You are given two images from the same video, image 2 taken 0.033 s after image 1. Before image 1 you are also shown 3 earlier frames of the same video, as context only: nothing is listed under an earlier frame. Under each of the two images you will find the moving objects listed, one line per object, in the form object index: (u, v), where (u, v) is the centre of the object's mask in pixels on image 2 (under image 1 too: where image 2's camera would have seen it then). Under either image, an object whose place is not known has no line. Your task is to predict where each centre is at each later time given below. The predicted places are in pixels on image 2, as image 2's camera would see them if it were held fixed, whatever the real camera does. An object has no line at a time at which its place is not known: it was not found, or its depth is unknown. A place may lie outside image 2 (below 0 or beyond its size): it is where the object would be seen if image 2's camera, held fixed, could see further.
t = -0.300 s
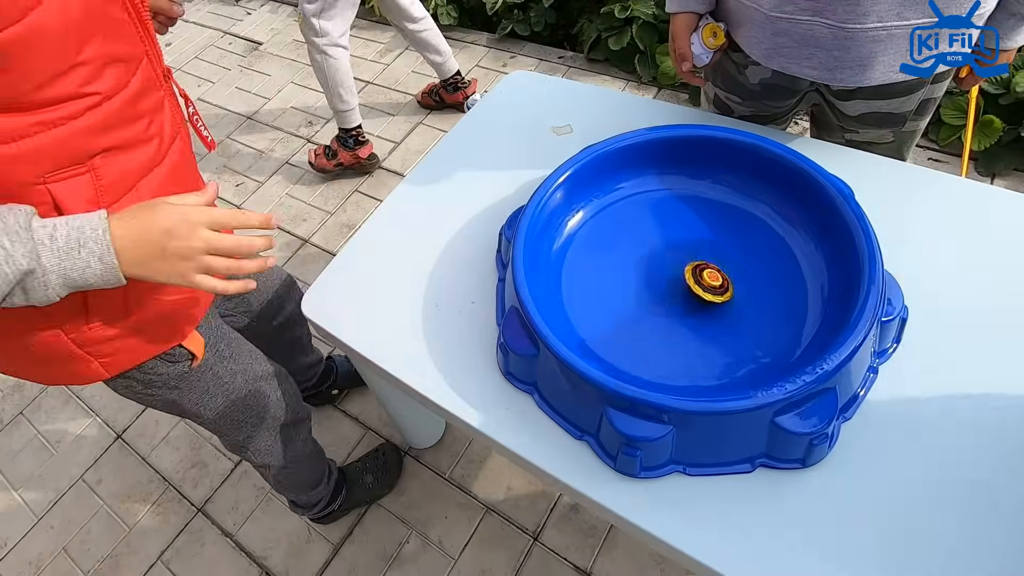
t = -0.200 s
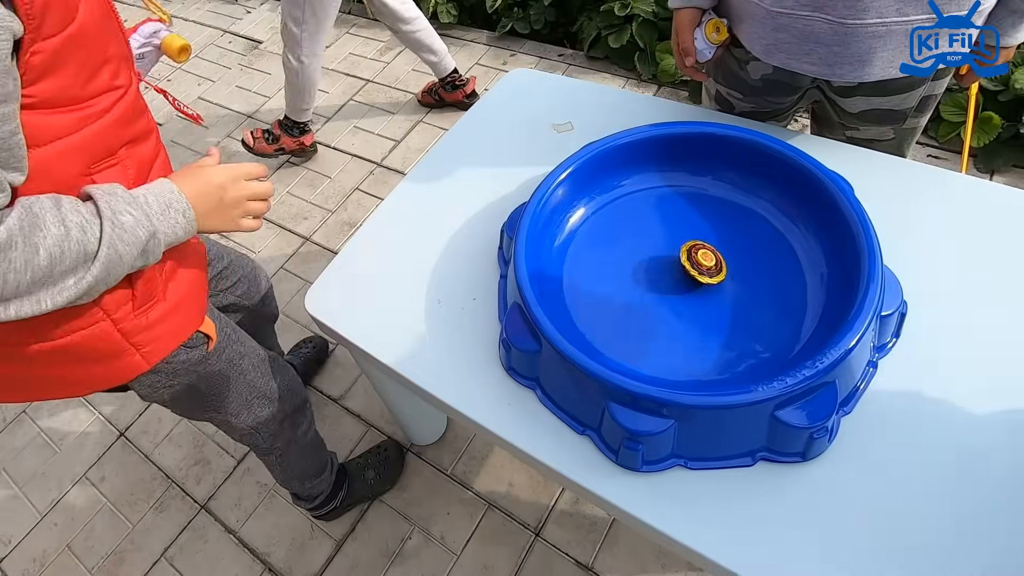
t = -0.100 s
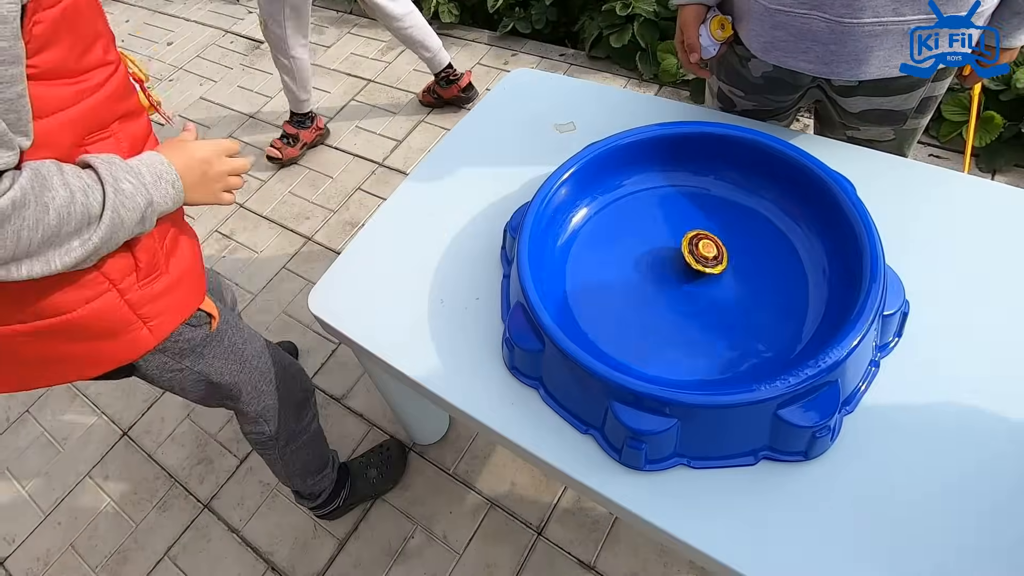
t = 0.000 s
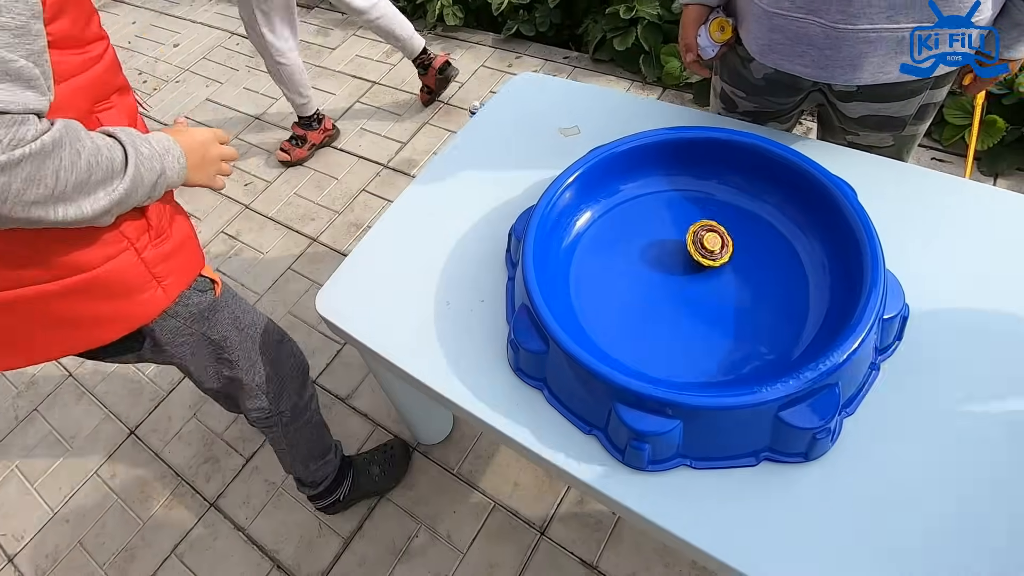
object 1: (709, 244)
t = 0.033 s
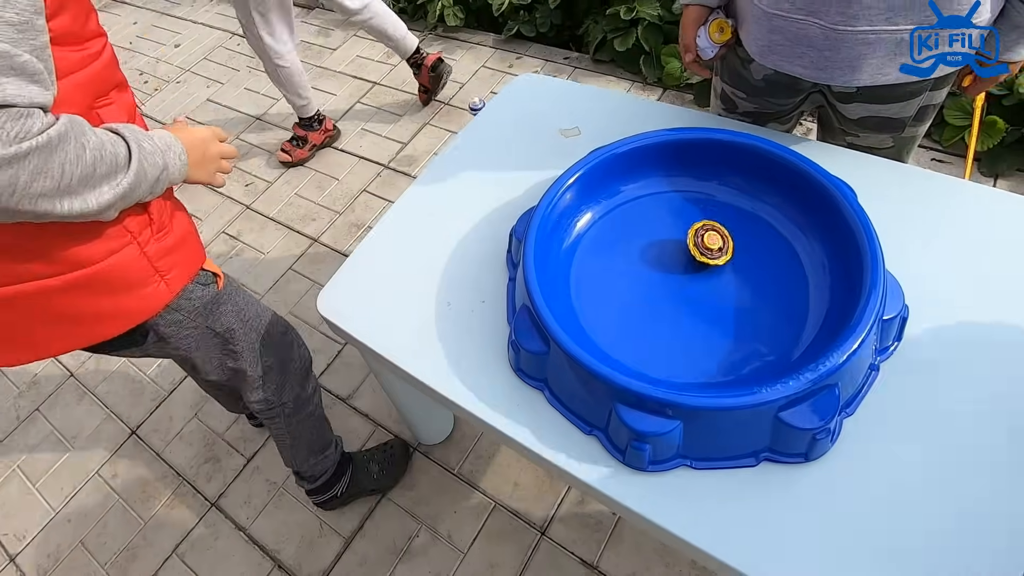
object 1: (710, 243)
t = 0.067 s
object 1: (711, 240)
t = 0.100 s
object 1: (713, 238)
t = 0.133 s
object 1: (714, 235)
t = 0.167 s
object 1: (716, 233)
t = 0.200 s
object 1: (720, 230)
